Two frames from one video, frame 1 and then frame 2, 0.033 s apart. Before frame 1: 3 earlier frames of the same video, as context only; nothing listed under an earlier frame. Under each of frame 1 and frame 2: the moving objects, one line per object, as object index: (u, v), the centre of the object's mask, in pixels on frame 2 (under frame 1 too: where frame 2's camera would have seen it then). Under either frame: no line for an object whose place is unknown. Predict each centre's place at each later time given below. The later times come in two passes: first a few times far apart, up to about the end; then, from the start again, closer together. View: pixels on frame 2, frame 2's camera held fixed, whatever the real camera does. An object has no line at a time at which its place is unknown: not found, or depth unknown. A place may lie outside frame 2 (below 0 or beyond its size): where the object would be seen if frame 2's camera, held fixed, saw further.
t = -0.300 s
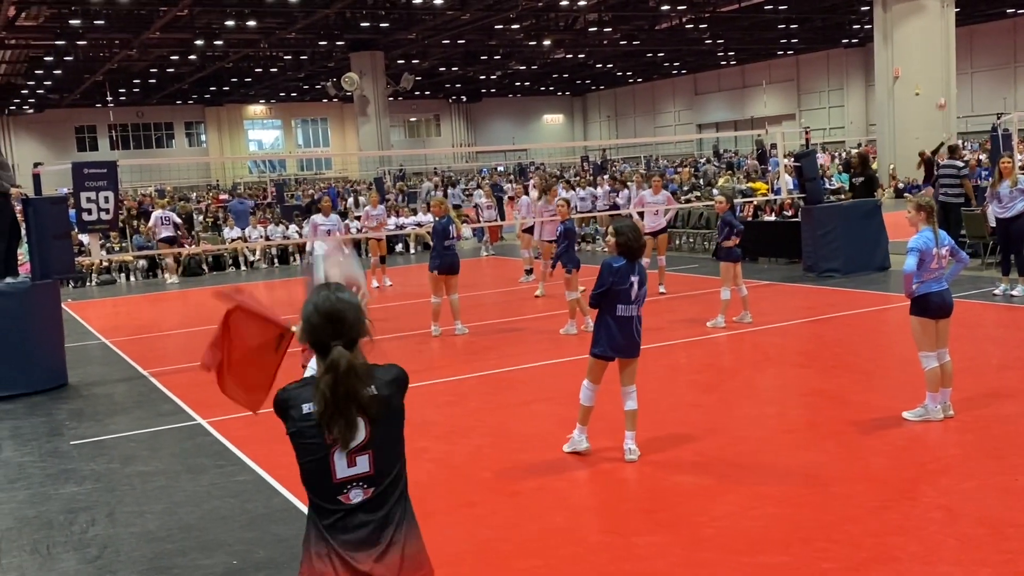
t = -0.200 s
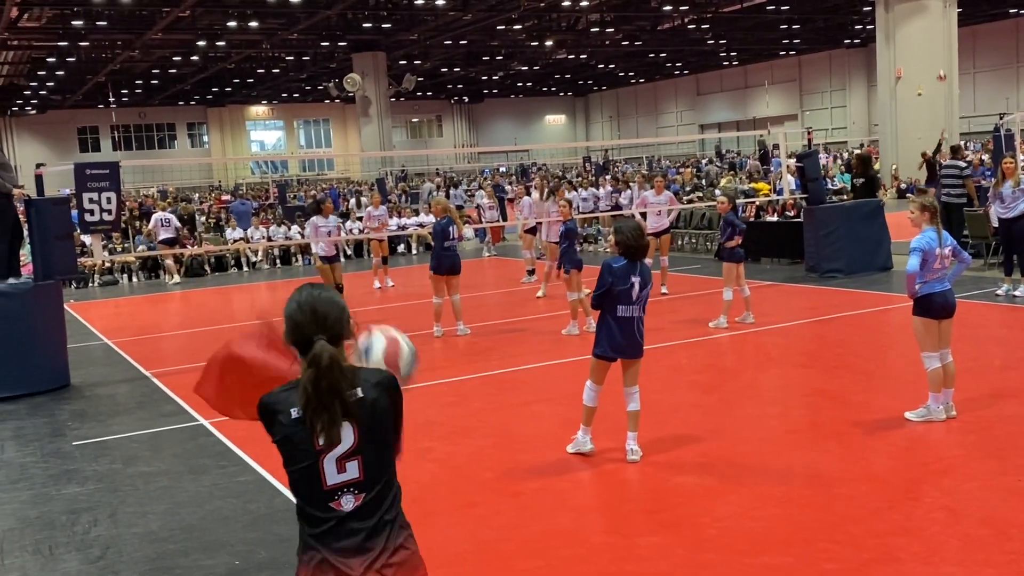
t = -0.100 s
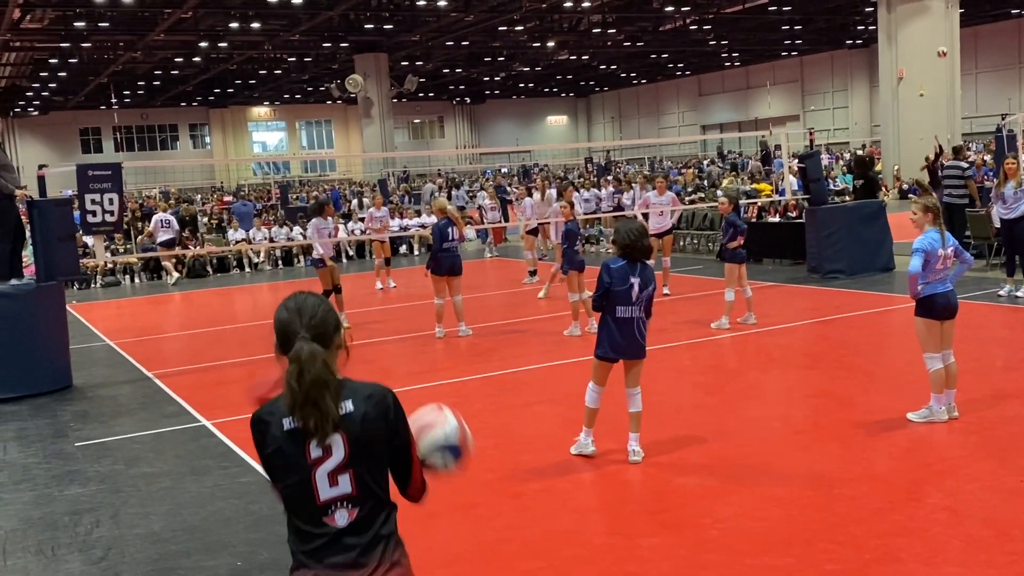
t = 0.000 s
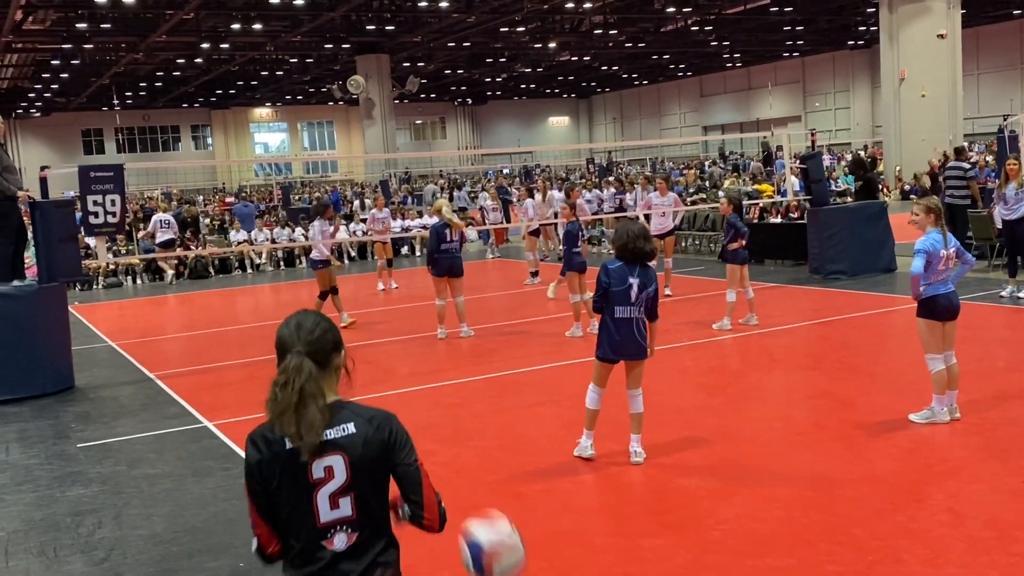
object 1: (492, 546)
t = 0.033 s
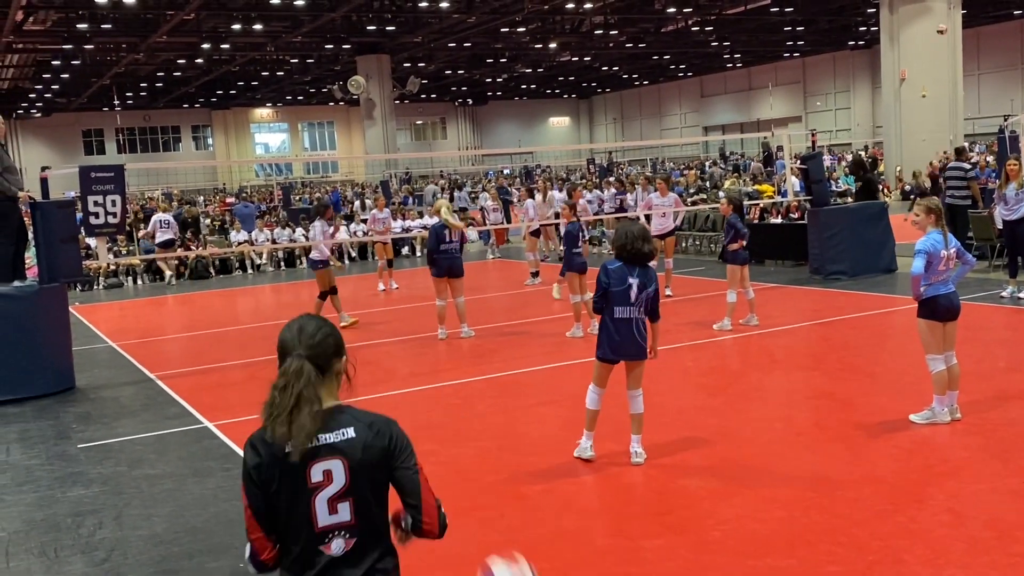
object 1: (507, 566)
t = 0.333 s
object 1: (608, 551)
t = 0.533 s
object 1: (657, 483)
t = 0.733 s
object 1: (710, 516)
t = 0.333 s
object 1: (608, 551)
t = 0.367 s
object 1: (616, 540)
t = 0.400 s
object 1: (624, 522)
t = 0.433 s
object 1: (632, 508)
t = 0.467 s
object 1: (640, 497)
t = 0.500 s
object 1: (649, 488)
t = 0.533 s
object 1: (657, 483)
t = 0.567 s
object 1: (665, 481)
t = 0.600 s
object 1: (675, 482)
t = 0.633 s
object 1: (682, 485)
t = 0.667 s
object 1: (691, 493)
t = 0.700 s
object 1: (699, 503)
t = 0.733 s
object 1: (710, 516)
